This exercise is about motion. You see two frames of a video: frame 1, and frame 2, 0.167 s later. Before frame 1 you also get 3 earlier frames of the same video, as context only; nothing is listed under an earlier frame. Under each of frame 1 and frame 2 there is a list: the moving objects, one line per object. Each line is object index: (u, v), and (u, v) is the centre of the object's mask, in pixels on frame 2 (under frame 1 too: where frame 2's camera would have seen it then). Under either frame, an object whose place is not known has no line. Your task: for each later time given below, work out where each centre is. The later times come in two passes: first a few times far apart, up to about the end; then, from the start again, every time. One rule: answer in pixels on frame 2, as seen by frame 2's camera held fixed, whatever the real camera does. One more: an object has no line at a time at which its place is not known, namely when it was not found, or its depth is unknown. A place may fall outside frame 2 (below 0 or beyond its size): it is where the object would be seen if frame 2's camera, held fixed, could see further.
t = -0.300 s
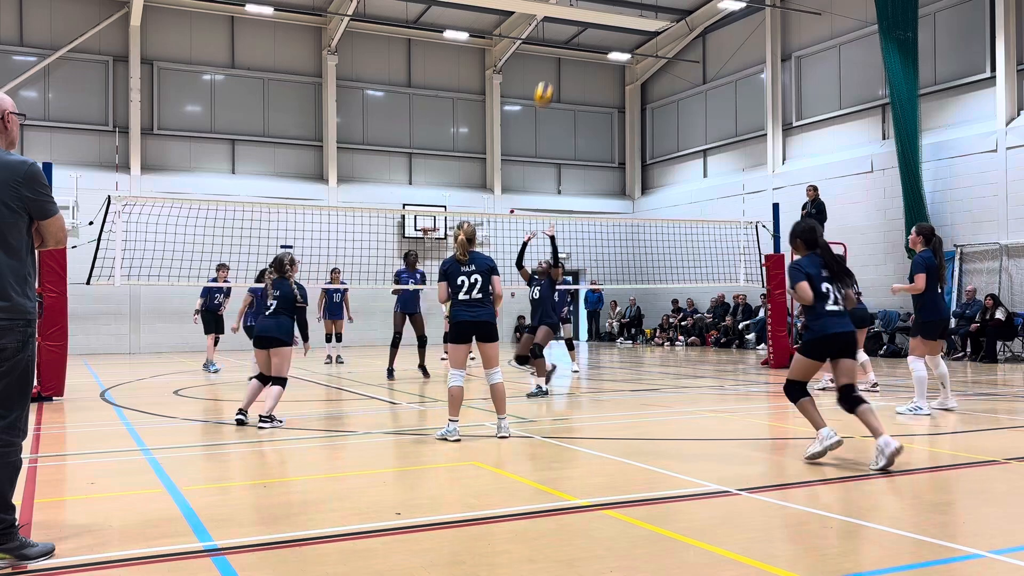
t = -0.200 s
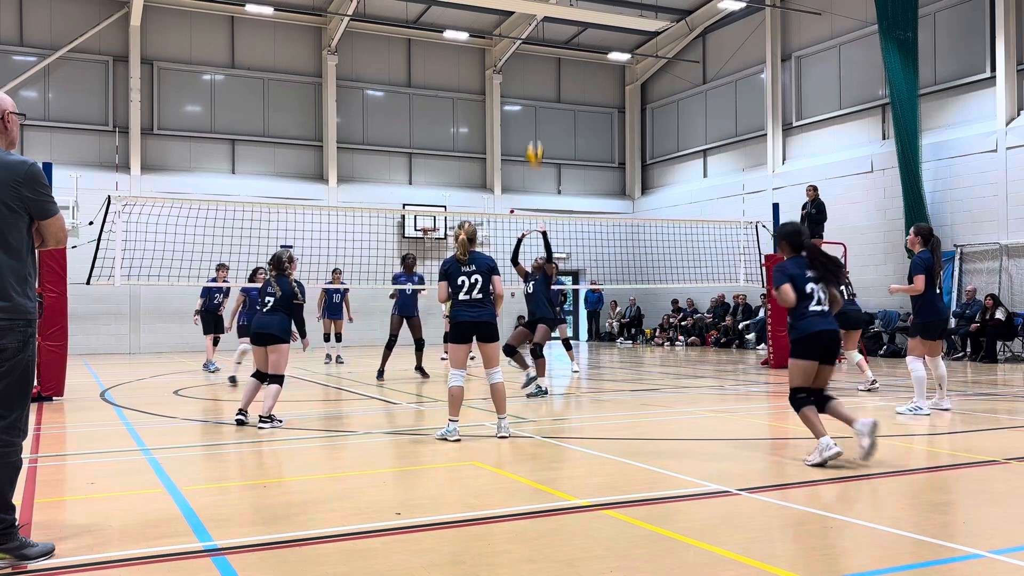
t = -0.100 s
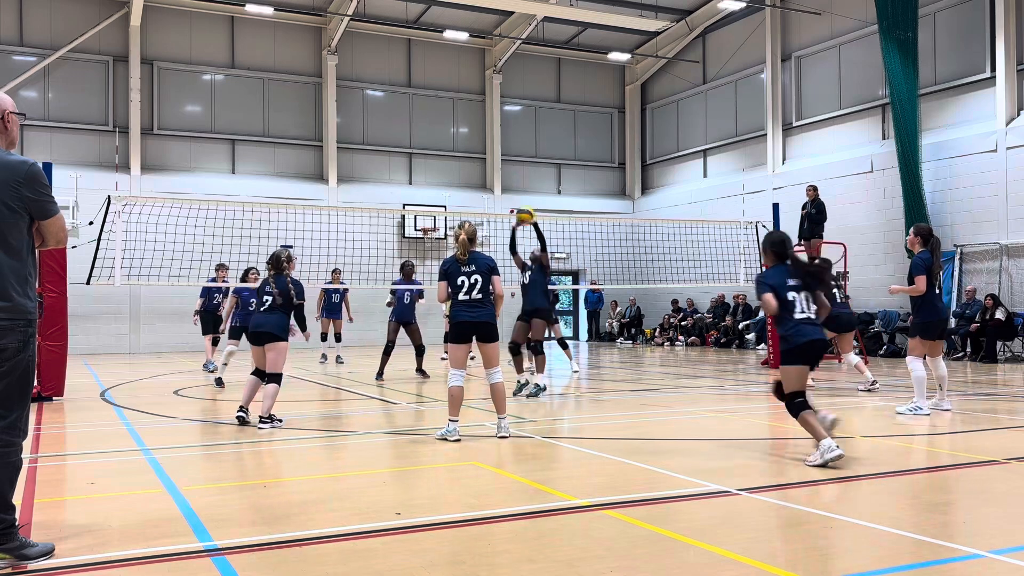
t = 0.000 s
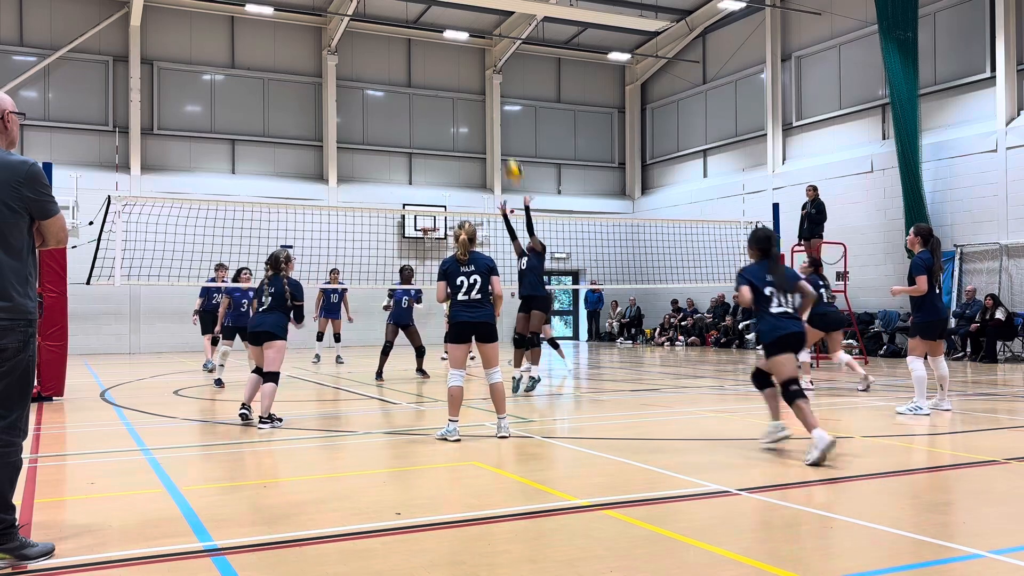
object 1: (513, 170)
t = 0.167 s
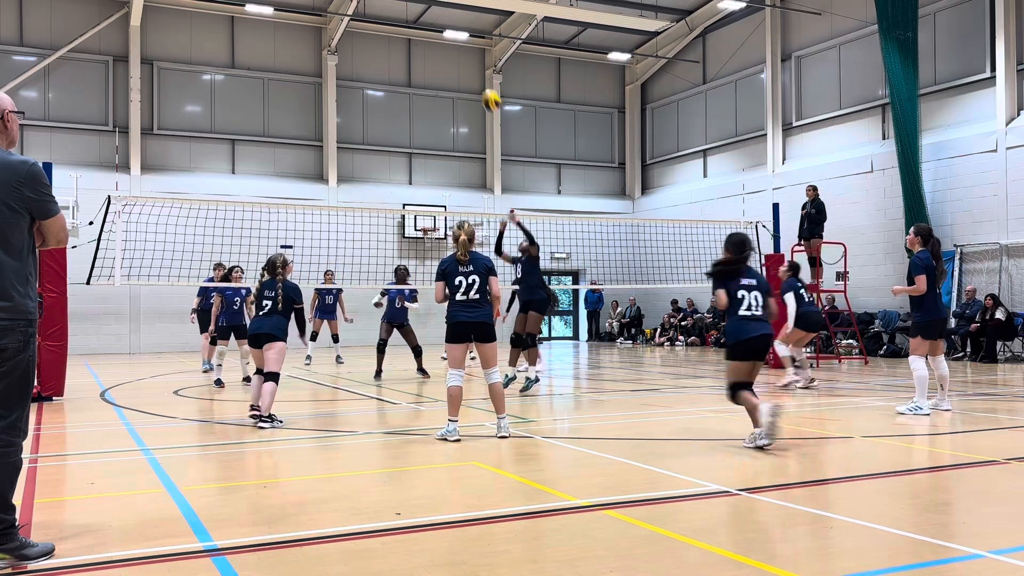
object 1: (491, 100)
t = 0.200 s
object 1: (486, 88)
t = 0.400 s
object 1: (459, 44)
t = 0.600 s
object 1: (431, 32)
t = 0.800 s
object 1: (405, 58)
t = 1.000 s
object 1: (379, 120)
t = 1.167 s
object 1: (357, 196)
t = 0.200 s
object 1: (486, 88)
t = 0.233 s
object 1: (481, 79)
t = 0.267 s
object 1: (477, 70)
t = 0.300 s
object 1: (473, 62)
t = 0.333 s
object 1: (469, 55)
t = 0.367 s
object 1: (463, 49)
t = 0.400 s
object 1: (459, 44)
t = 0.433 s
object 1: (453, 39)
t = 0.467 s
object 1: (449, 36)
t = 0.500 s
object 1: (445, 33)
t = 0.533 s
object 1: (440, 32)
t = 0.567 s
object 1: (436, 32)
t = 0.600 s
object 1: (431, 32)
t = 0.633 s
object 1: (428, 34)
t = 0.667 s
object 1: (424, 37)
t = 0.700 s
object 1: (419, 41)
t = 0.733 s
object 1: (415, 45)
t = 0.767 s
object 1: (410, 52)
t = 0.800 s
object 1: (405, 58)
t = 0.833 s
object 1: (400, 66)
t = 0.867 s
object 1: (396, 76)
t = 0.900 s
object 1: (391, 85)
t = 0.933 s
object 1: (387, 96)
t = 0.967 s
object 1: (383, 107)
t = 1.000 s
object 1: (379, 120)
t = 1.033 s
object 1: (375, 133)
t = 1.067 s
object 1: (370, 147)
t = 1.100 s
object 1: (366, 162)
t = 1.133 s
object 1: (362, 180)
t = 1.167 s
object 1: (357, 196)
